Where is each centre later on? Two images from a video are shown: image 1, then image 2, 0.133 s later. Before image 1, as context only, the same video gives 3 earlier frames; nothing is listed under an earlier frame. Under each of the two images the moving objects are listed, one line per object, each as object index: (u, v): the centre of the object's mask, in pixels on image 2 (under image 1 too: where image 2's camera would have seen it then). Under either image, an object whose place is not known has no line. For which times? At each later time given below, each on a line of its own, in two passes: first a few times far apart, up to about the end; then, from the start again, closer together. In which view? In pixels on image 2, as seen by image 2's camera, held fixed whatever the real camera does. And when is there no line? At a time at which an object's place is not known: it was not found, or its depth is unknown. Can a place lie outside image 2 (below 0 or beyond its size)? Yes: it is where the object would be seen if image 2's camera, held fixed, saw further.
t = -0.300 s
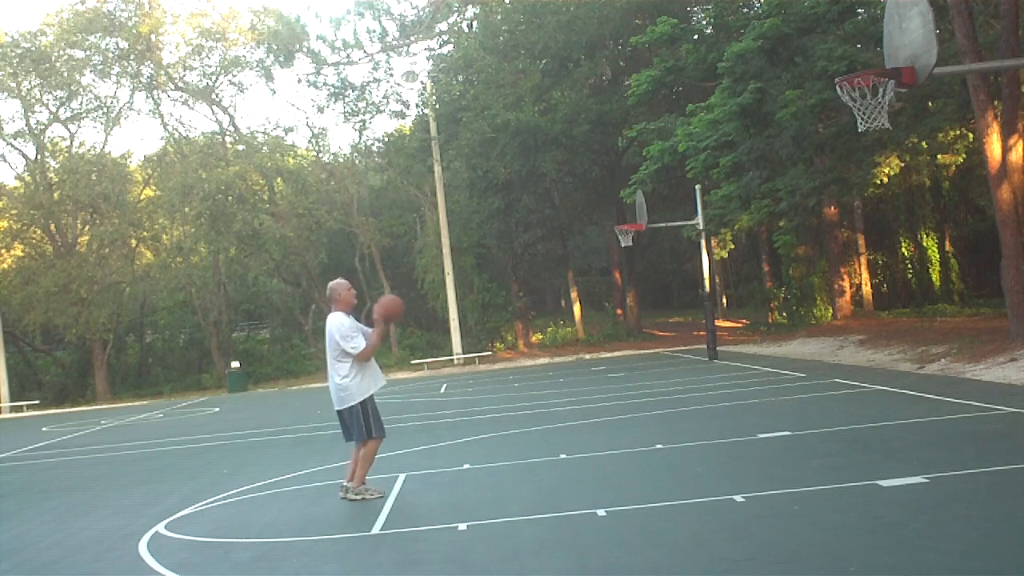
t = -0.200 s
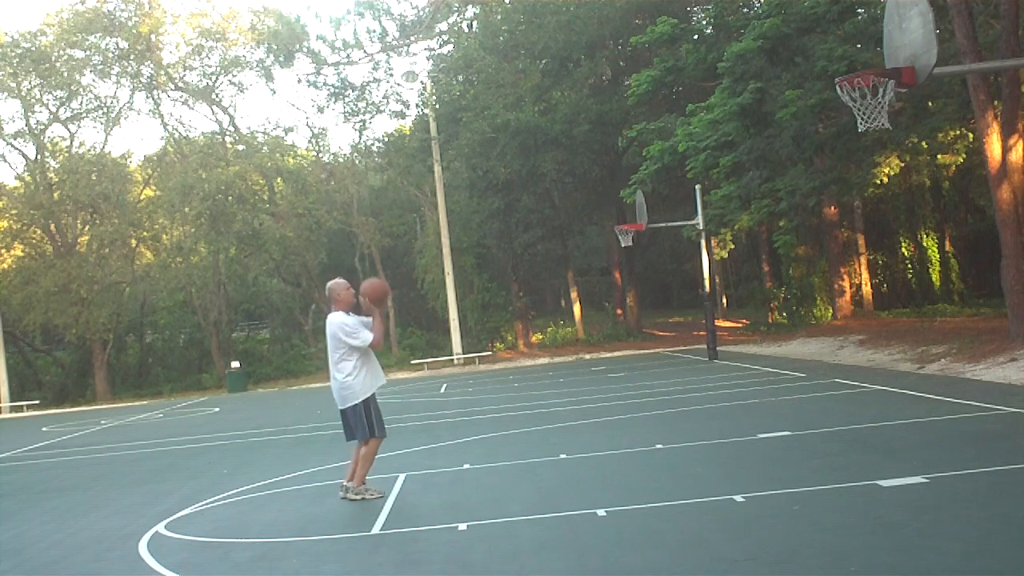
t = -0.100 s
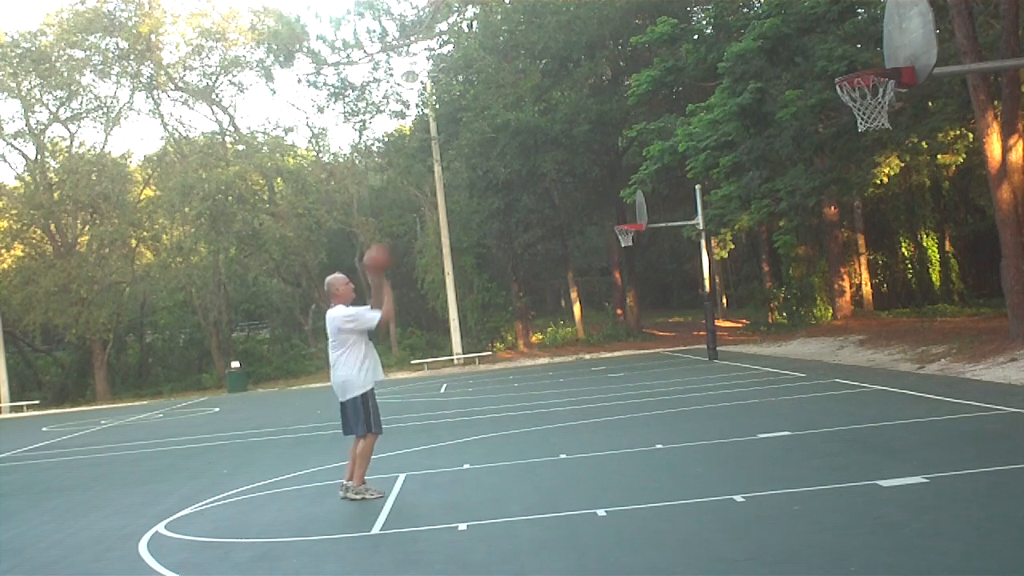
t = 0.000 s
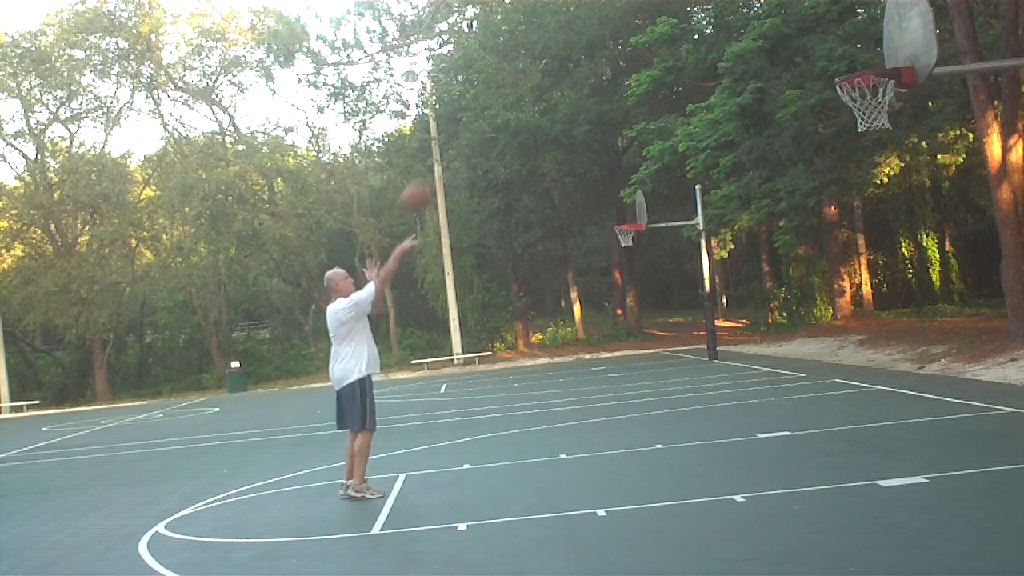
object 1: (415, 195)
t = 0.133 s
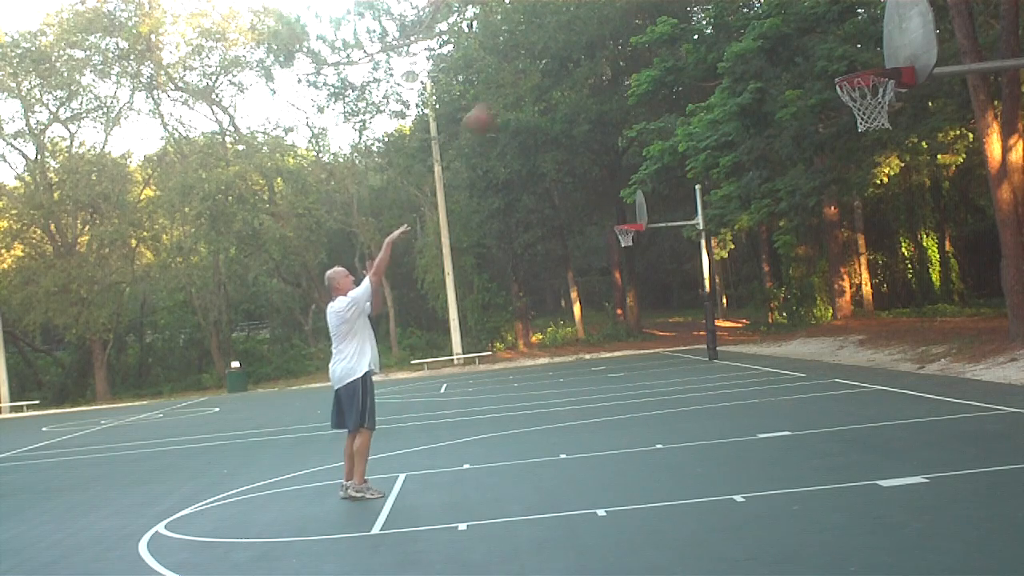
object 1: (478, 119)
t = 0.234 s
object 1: (527, 75)
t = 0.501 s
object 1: (661, 12)
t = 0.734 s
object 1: (783, 21)
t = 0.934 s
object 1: (868, 68)
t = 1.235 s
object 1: (914, 176)
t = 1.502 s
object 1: (984, 344)
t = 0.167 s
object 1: (497, 102)
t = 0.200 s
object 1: (513, 88)
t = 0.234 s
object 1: (527, 75)
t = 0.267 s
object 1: (546, 63)
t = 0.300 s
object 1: (561, 50)
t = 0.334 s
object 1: (578, 41)
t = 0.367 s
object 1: (594, 33)
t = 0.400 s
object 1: (610, 26)
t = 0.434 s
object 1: (627, 20)
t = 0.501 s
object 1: (661, 12)
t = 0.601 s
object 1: (715, 9)
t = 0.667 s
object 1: (747, 11)
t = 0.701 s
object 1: (768, 16)
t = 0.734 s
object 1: (783, 21)
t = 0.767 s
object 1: (801, 26)
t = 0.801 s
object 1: (820, 35)
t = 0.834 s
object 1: (838, 44)
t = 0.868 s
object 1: (857, 53)
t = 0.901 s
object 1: (874, 63)
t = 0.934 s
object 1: (868, 68)
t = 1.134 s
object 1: (891, 135)
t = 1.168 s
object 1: (896, 145)
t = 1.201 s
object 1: (907, 160)
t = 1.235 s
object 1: (914, 176)
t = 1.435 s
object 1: (967, 295)
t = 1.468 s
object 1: (973, 320)
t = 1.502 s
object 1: (984, 344)
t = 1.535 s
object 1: (995, 377)
